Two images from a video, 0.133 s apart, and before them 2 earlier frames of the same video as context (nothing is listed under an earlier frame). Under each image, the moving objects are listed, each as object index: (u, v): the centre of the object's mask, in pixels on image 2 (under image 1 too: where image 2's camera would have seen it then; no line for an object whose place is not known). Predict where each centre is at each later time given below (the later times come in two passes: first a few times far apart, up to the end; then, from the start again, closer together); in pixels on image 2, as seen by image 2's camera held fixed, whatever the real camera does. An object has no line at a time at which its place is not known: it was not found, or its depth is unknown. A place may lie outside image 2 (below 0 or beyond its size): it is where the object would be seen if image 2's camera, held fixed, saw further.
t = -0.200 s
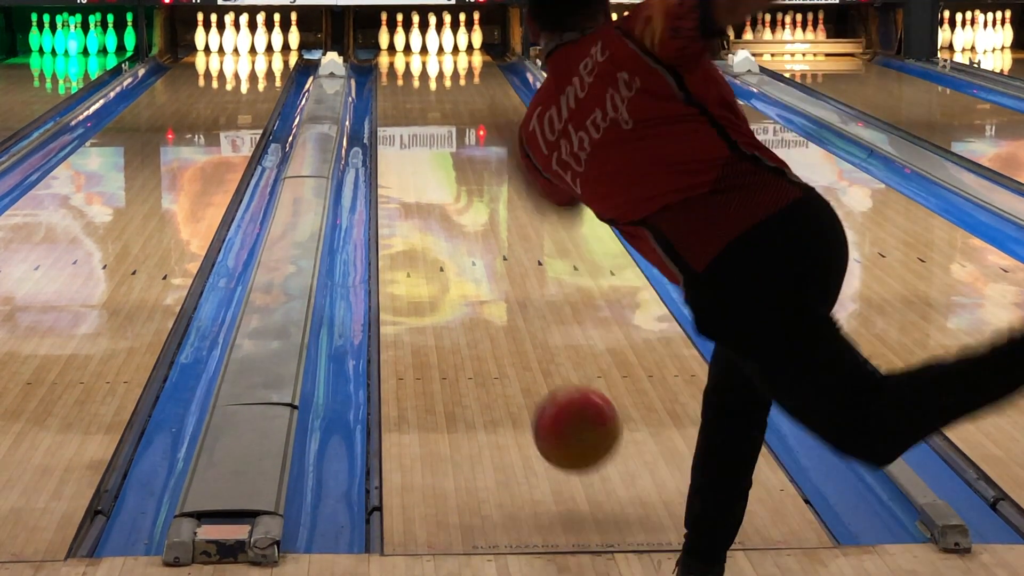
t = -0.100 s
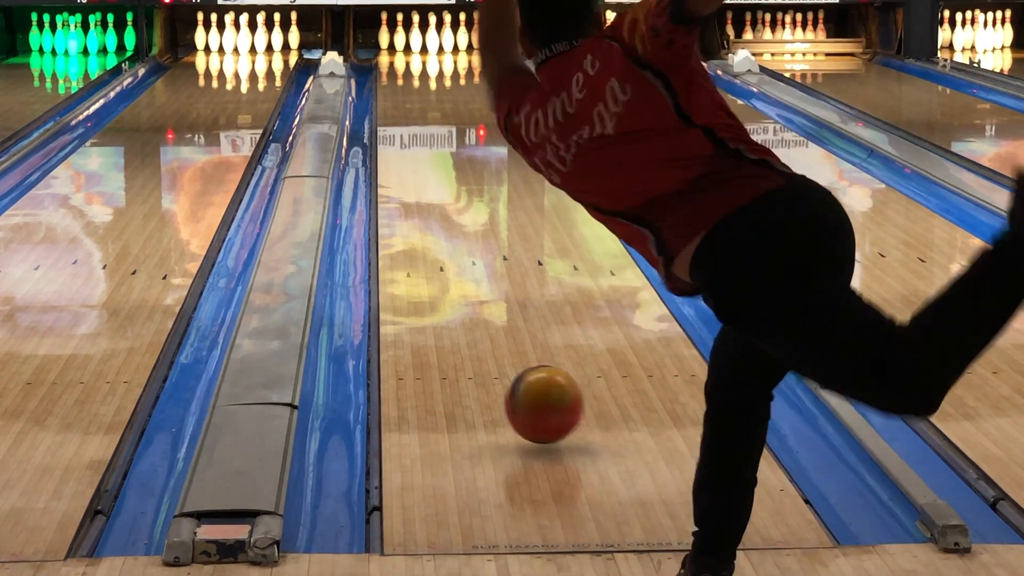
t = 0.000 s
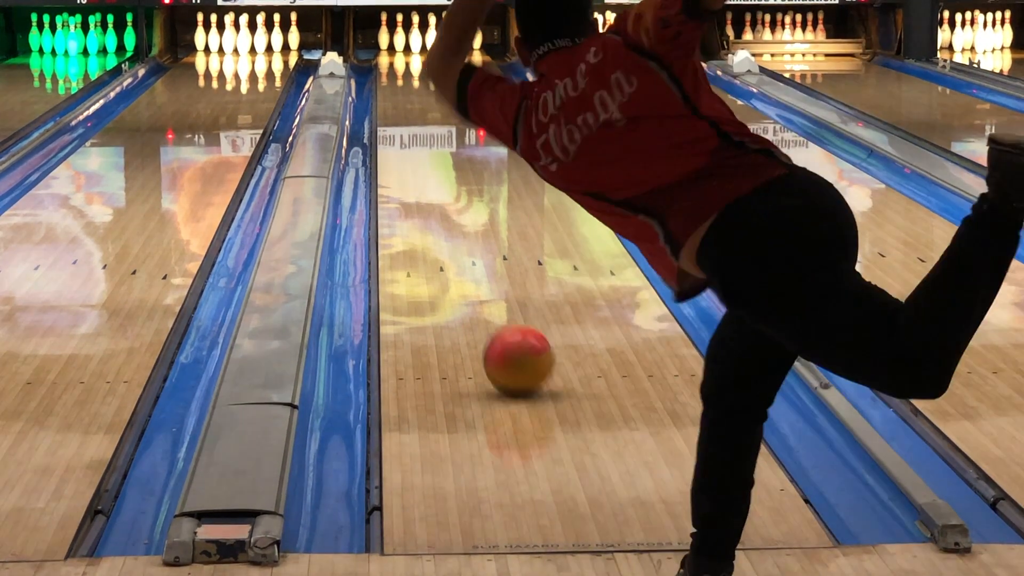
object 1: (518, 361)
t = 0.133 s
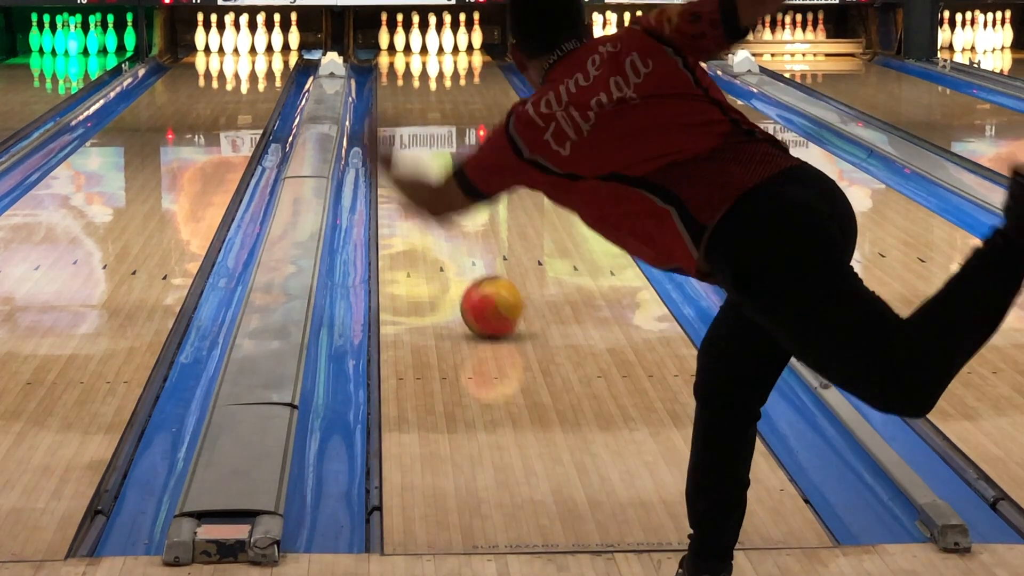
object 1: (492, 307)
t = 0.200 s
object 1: (487, 292)
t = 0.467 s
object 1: (447, 216)
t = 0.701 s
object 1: (427, 173)
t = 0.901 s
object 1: (415, 144)
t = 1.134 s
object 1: (405, 118)
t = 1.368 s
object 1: (400, 98)
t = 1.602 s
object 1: (398, 81)
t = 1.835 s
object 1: (401, 65)
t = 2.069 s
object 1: (409, 55)
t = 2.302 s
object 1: (423, 46)
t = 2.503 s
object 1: (431, 41)
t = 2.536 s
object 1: (433, 40)
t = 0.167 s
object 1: (486, 296)
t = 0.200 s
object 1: (487, 292)
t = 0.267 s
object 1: (471, 265)
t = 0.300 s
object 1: (466, 255)
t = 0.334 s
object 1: (462, 247)
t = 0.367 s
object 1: (458, 238)
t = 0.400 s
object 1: (454, 230)
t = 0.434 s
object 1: (450, 223)
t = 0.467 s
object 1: (447, 216)
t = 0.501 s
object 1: (444, 209)
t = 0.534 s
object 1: (441, 202)
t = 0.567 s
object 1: (438, 196)
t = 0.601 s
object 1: (435, 189)
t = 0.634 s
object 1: (432, 183)
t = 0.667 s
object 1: (430, 178)
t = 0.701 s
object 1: (427, 173)
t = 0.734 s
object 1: (425, 168)
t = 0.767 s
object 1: (423, 163)
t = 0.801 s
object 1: (421, 158)
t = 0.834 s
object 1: (419, 153)
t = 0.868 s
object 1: (417, 148)
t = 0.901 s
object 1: (415, 144)
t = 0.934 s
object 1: (413, 140)
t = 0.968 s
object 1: (412, 136)
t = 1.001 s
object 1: (410, 132)
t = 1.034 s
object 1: (409, 128)
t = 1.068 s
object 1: (407, 125)
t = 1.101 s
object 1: (407, 121)
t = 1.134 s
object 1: (405, 118)
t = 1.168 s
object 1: (404, 115)
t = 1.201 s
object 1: (403, 112)
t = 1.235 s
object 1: (402, 108)
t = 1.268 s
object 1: (402, 105)
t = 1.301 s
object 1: (400, 103)
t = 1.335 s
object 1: (400, 100)
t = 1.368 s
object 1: (400, 98)
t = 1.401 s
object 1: (399, 95)
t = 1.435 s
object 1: (398, 91)
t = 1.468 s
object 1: (398, 89)
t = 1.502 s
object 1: (398, 88)
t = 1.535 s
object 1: (398, 85)
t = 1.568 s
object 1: (398, 83)
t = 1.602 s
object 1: (398, 81)
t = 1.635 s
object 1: (397, 78)
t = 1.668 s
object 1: (398, 76)
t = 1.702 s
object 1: (399, 75)
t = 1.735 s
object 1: (399, 72)
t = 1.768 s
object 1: (399, 70)
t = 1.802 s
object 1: (400, 68)
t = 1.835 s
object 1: (401, 65)
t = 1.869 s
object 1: (401, 65)
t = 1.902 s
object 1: (402, 63)
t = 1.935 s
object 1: (403, 61)
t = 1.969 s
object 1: (405, 60)
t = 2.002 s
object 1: (406, 58)
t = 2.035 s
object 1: (408, 57)
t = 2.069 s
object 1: (409, 55)
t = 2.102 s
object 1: (411, 54)
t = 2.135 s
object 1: (413, 52)
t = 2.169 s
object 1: (415, 51)
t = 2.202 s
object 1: (416, 50)
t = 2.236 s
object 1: (418, 48)
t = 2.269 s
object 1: (421, 47)
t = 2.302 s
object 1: (423, 46)
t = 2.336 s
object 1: (425, 45)
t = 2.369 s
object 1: (427, 44)
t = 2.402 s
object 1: (427, 44)
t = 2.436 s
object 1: (428, 43)
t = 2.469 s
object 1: (429, 43)
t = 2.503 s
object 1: (431, 41)
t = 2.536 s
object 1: (433, 40)
